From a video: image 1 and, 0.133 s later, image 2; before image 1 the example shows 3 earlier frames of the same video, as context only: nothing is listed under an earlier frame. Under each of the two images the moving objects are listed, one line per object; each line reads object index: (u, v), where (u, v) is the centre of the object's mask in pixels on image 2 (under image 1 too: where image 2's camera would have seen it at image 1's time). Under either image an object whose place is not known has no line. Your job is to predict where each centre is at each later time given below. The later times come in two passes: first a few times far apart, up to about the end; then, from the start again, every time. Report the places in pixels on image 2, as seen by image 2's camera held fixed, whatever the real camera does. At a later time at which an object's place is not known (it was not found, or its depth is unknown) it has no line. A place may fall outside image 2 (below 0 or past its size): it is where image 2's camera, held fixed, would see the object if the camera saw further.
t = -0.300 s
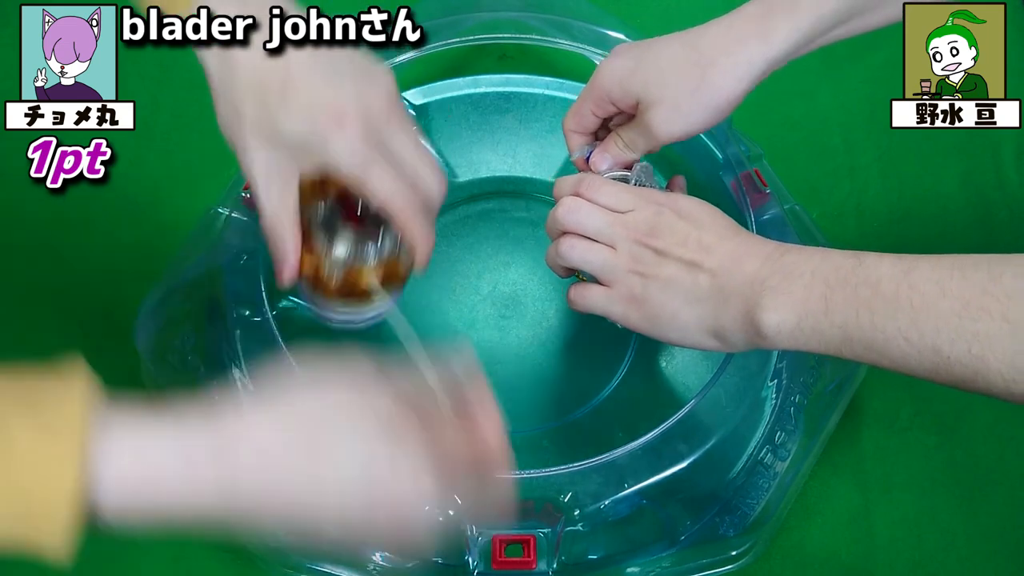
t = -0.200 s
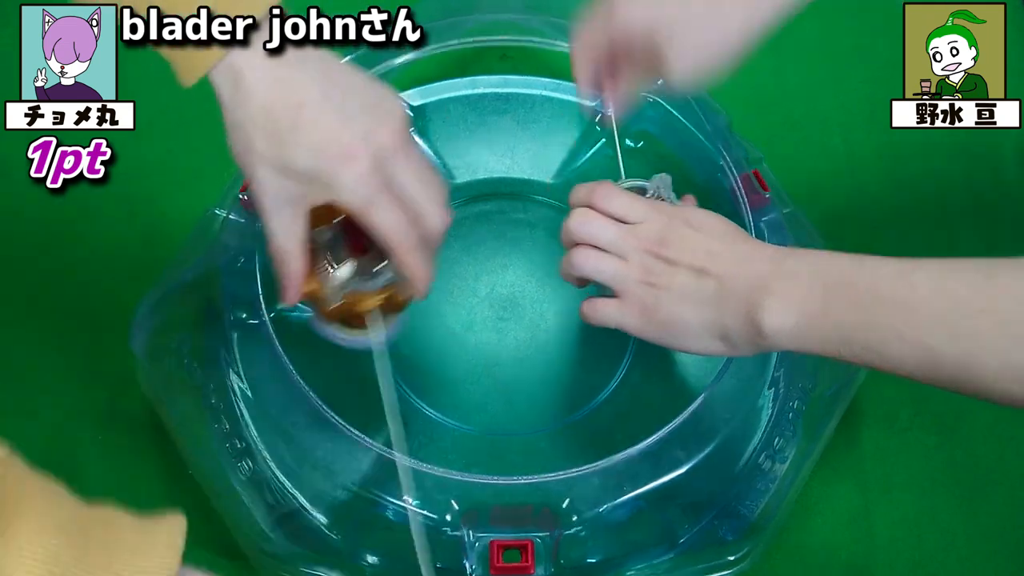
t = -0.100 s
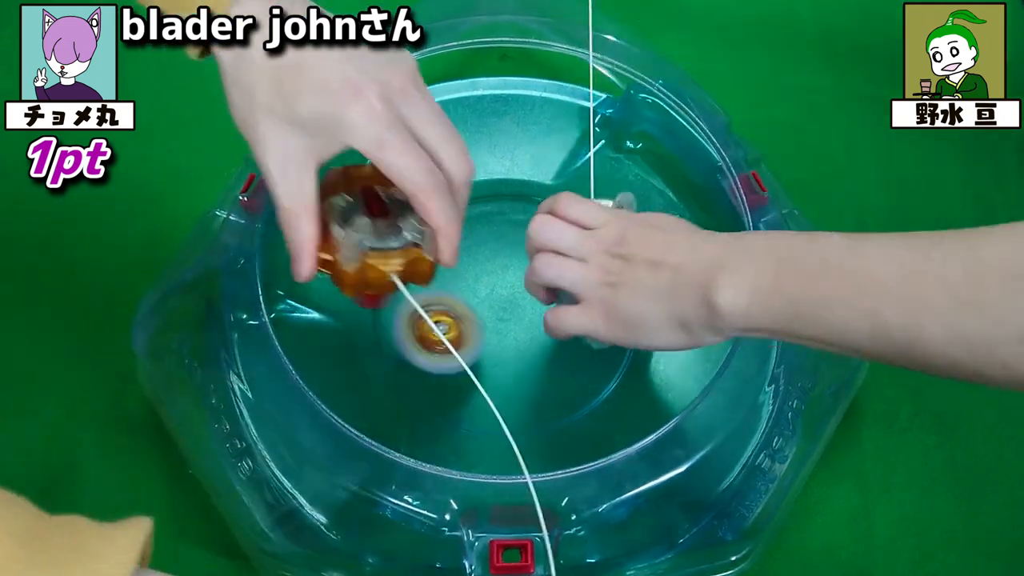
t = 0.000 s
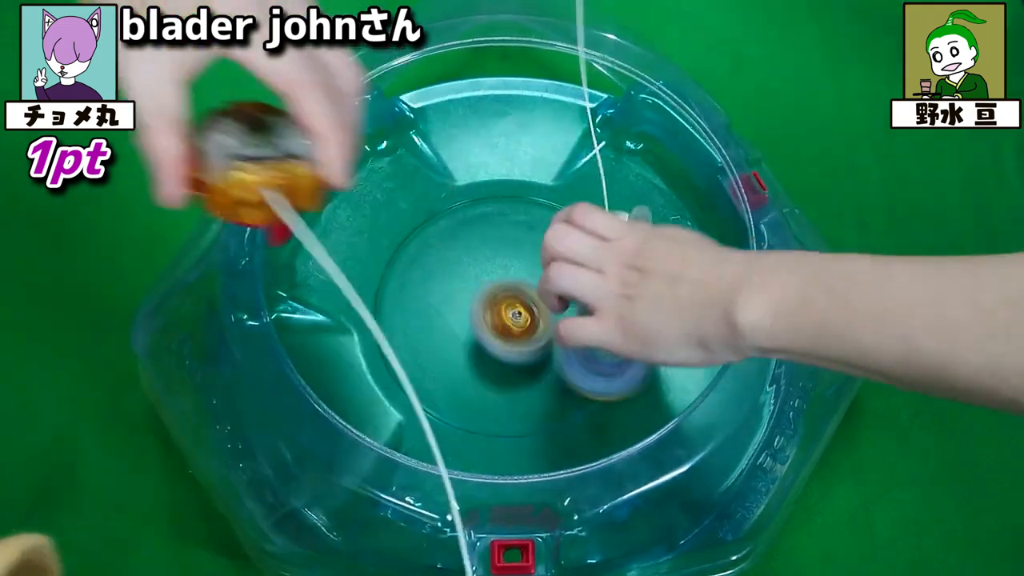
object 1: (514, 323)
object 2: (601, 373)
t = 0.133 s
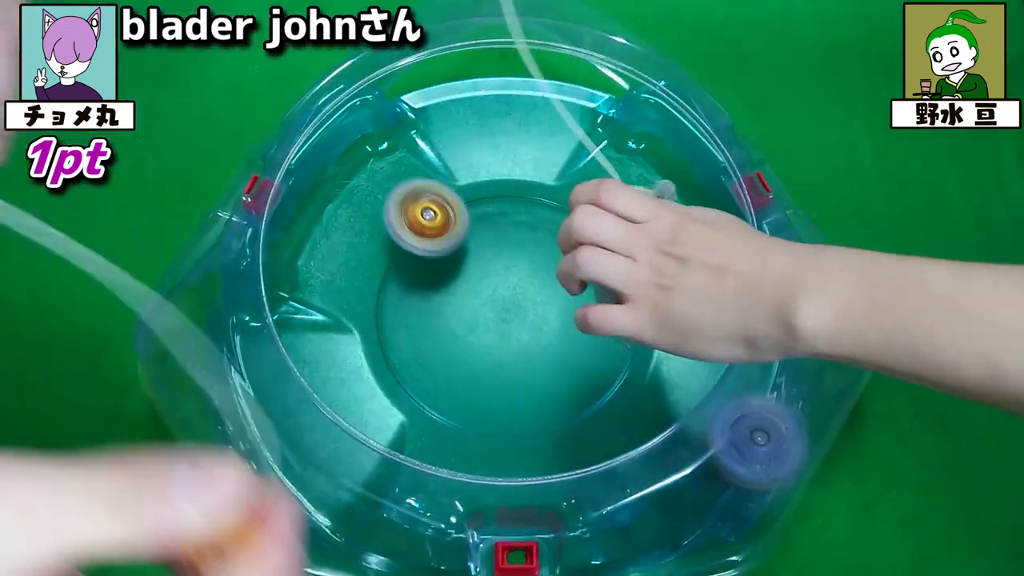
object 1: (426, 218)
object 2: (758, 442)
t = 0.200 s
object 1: (418, 200)
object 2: (734, 428)
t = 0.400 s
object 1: (424, 209)
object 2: (620, 391)
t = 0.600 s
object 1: (454, 241)
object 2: (504, 355)
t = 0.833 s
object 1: (463, 224)
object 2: (524, 356)
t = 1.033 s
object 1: (474, 234)
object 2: (592, 354)
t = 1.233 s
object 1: (471, 218)
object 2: (591, 388)
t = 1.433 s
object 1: (498, 250)
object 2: (481, 342)
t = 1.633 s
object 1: (546, 228)
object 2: (468, 302)
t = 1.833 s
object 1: (578, 211)
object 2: (544, 296)
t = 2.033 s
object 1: (554, 237)
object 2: (568, 325)
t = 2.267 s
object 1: (506, 270)
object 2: (553, 380)
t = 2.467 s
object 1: (515, 295)
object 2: (487, 385)
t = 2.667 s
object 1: (564, 305)
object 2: (459, 304)
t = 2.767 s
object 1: (586, 308)
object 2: (492, 256)
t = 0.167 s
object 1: (421, 206)
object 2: (756, 436)
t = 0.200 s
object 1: (418, 200)
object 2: (734, 428)
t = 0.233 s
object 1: (417, 197)
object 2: (711, 427)
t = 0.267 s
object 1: (416, 195)
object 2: (693, 418)
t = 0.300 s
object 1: (416, 195)
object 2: (676, 410)
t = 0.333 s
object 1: (418, 198)
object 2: (648, 401)
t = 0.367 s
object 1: (420, 203)
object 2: (636, 397)
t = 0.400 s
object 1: (424, 209)
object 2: (620, 391)
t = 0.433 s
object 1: (430, 220)
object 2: (599, 384)
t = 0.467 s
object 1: (437, 230)
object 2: (577, 377)
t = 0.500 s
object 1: (444, 240)
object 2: (552, 367)
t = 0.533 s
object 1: (454, 252)
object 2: (526, 356)
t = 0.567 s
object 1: (463, 261)
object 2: (503, 342)
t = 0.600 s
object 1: (454, 241)
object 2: (504, 355)
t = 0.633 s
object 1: (448, 223)
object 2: (508, 365)
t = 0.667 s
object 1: (444, 210)
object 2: (511, 371)
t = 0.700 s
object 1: (444, 203)
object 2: (515, 372)
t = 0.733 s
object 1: (446, 203)
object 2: (517, 372)
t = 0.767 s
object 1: (451, 207)
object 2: (520, 368)
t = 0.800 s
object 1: (457, 215)
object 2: (522, 363)
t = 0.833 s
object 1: (463, 224)
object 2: (524, 356)
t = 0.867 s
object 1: (472, 235)
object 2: (527, 347)
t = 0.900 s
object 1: (479, 245)
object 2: (529, 338)
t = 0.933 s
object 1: (488, 255)
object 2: (531, 329)
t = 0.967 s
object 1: (485, 250)
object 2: (552, 335)
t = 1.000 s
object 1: (478, 241)
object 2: (574, 344)
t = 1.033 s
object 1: (474, 234)
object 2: (592, 354)
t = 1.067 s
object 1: (471, 227)
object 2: (607, 364)
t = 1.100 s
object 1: (470, 222)
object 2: (612, 370)
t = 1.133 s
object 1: (469, 220)
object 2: (614, 376)
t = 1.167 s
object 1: (468, 218)
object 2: (611, 380)
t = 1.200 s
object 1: (469, 217)
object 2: (603, 385)
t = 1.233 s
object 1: (471, 218)
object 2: (591, 388)
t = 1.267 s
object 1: (474, 221)
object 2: (574, 389)
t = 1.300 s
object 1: (477, 226)
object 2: (553, 386)
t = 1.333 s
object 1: (481, 231)
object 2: (533, 381)
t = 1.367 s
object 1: (486, 237)
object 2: (513, 372)
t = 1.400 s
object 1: (491, 243)
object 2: (496, 358)
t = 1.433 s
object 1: (498, 250)
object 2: (481, 342)
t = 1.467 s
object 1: (505, 250)
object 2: (471, 328)
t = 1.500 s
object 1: (514, 245)
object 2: (461, 326)
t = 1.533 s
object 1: (523, 240)
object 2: (457, 322)
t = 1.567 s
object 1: (532, 235)
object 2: (456, 317)
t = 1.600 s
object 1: (539, 231)
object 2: (460, 310)
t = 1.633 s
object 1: (546, 228)
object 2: (468, 302)
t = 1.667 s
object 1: (553, 226)
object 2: (479, 294)
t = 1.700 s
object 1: (558, 225)
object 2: (493, 289)
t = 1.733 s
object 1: (564, 221)
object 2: (506, 288)
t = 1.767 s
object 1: (571, 216)
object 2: (519, 290)
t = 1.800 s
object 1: (576, 212)
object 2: (532, 293)
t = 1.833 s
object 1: (578, 211)
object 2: (544, 296)
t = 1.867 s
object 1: (578, 213)
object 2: (553, 299)
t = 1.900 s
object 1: (574, 218)
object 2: (558, 304)
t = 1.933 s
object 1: (570, 222)
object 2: (564, 309)
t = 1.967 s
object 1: (565, 225)
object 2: (566, 315)
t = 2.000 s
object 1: (560, 231)
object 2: (567, 320)
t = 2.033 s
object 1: (554, 237)
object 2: (568, 325)
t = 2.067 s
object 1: (548, 244)
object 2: (569, 329)
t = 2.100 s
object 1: (542, 252)
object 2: (569, 334)
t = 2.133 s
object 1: (533, 253)
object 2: (570, 346)
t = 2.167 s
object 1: (524, 255)
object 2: (570, 358)
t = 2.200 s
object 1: (516, 258)
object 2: (568, 368)
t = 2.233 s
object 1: (510, 263)
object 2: (562, 375)
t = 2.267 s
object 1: (506, 270)
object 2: (553, 380)
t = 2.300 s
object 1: (503, 277)
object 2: (542, 383)
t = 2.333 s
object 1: (503, 284)
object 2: (530, 384)
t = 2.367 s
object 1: (504, 294)
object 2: (517, 382)
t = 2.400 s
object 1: (507, 297)
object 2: (506, 382)
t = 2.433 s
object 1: (510, 296)
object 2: (496, 385)
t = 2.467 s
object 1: (515, 295)
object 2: (487, 385)
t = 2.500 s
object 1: (521, 294)
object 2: (476, 380)
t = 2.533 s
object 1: (528, 295)
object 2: (467, 371)
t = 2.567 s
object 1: (537, 297)
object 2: (460, 357)
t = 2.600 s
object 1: (547, 301)
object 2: (456, 341)
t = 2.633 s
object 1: (555, 303)
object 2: (455, 322)
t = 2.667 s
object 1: (564, 305)
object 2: (459, 304)
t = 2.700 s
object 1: (572, 306)
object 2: (468, 286)
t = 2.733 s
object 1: (580, 308)
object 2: (478, 270)
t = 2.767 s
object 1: (586, 308)
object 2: (492, 256)
